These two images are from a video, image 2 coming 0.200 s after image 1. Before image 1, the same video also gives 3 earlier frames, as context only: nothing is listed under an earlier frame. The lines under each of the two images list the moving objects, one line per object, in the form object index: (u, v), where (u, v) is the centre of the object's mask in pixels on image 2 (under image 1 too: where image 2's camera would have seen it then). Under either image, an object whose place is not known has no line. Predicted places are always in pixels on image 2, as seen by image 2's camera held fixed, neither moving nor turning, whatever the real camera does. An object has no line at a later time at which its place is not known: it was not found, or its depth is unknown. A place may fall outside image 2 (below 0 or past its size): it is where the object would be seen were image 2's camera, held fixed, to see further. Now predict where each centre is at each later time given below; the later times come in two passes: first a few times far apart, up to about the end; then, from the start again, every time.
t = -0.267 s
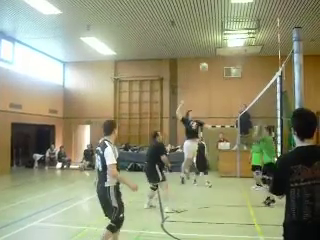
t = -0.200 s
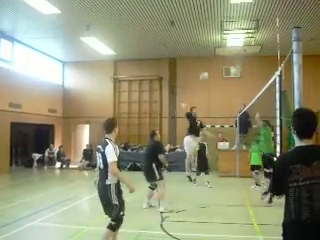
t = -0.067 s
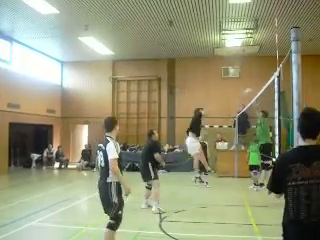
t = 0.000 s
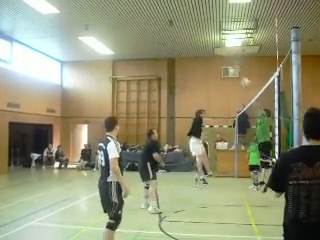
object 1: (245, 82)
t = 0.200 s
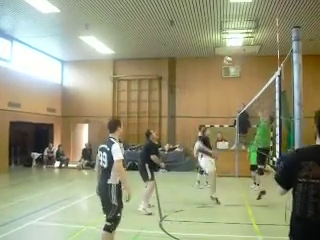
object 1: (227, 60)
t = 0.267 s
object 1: (220, 58)
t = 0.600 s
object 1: (185, 70)
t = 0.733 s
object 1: (170, 89)
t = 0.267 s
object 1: (220, 58)
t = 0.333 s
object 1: (214, 56)
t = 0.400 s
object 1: (207, 56)
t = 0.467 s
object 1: (200, 59)
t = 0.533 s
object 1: (193, 63)
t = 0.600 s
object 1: (185, 70)
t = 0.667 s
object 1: (178, 77)
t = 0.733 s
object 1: (170, 89)
